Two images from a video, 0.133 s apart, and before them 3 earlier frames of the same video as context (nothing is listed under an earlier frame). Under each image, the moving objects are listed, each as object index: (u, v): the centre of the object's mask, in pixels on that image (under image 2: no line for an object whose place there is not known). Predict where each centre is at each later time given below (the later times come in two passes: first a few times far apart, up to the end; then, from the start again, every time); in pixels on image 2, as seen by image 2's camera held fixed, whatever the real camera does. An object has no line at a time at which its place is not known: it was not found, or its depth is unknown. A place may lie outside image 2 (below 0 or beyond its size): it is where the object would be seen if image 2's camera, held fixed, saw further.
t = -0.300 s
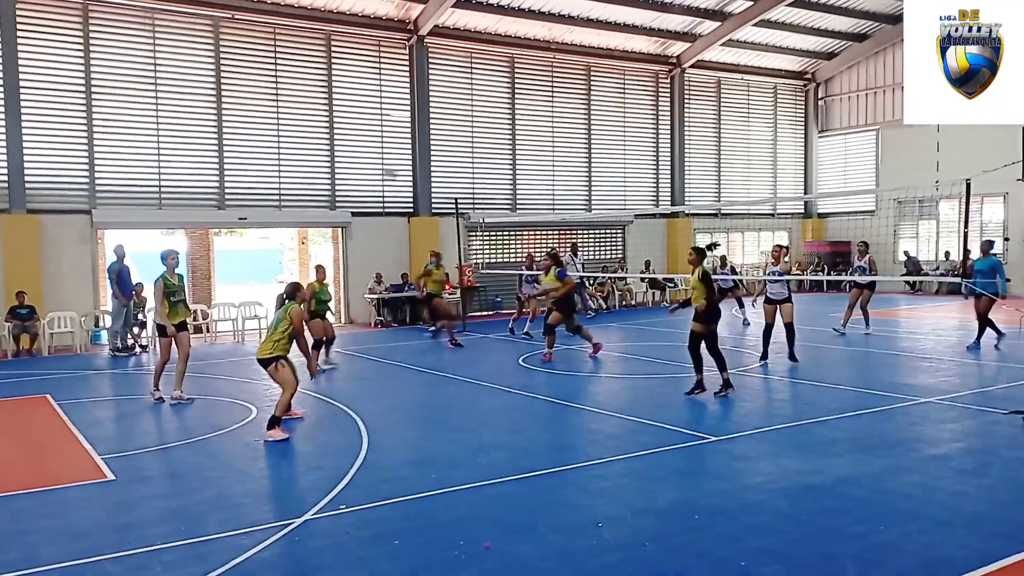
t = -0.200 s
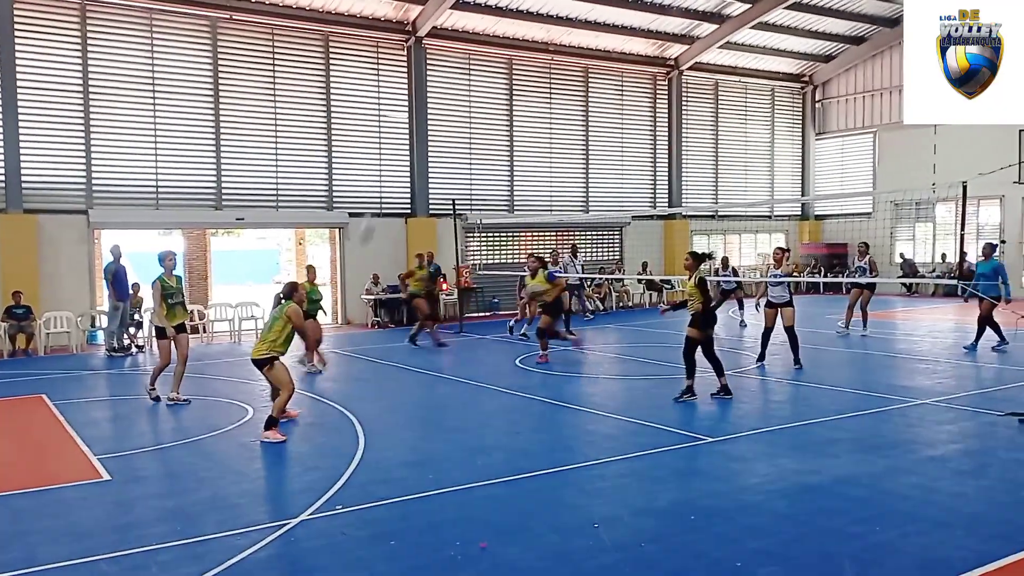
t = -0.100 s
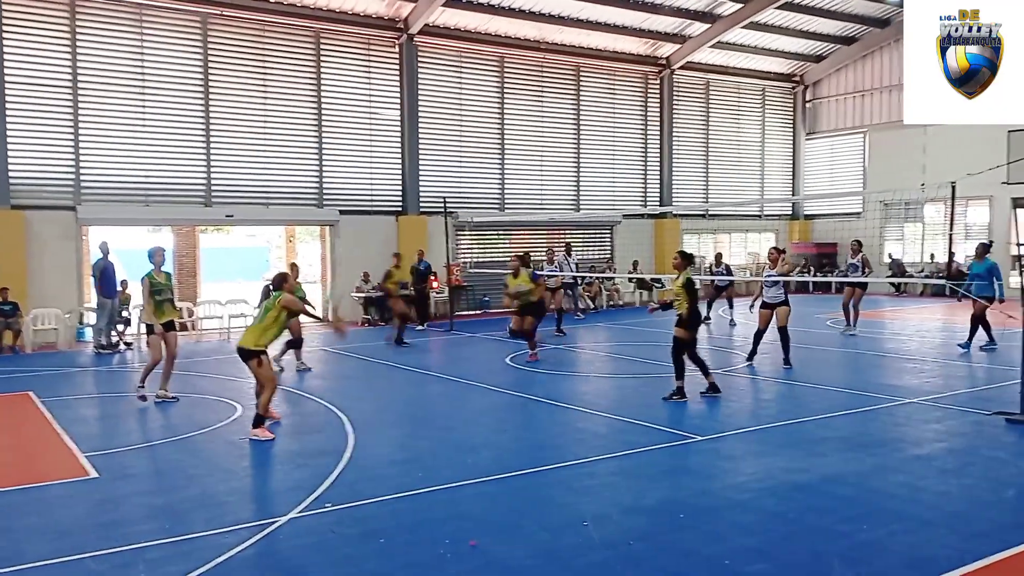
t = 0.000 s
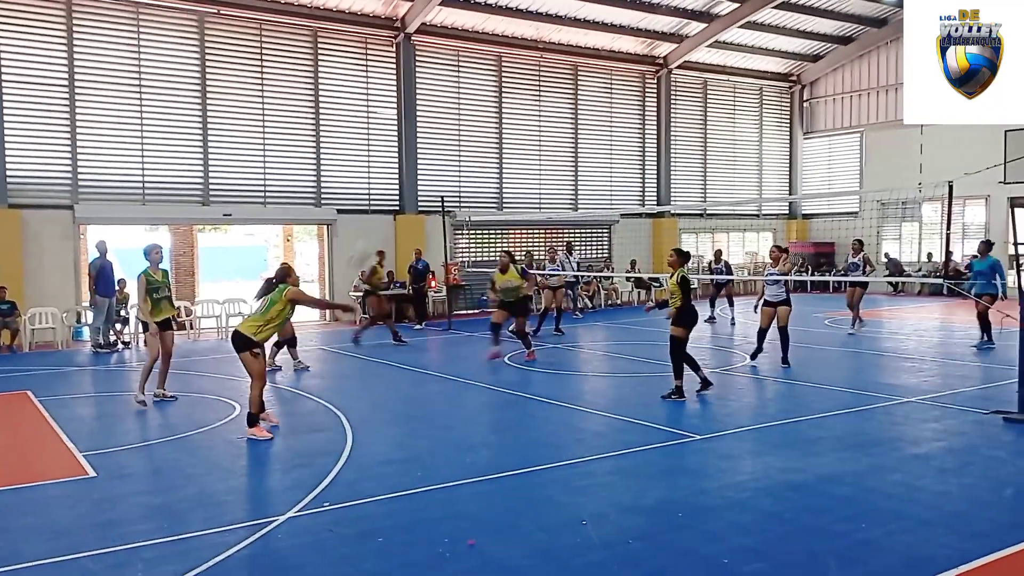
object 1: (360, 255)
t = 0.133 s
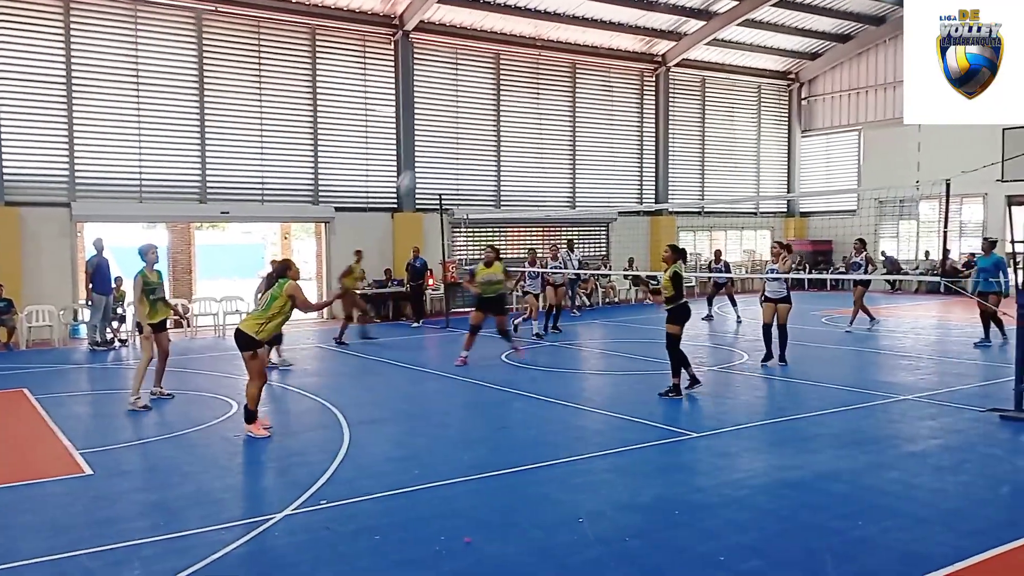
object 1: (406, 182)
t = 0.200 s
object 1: (429, 158)
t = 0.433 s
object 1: (503, 108)
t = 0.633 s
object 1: (560, 106)
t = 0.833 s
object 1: (611, 140)
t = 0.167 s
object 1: (415, 171)
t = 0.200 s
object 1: (429, 158)
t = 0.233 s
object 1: (440, 148)
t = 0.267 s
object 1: (451, 138)
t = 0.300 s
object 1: (462, 129)
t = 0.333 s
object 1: (472, 123)
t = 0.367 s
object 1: (483, 117)
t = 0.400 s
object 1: (494, 111)
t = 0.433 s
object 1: (503, 108)
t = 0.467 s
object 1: (513, 105)
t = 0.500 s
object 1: (523, 103)
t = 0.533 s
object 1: (533, 102)
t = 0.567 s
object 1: (542, 103)
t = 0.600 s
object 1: (551, 104)
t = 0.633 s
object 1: (560, 106)
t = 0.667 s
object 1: (570, 110)
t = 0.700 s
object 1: (577, 114)
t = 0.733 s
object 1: (586, 120)
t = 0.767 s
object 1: (594, 125)
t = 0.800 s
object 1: (603, 132)
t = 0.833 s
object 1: (611, 140)
